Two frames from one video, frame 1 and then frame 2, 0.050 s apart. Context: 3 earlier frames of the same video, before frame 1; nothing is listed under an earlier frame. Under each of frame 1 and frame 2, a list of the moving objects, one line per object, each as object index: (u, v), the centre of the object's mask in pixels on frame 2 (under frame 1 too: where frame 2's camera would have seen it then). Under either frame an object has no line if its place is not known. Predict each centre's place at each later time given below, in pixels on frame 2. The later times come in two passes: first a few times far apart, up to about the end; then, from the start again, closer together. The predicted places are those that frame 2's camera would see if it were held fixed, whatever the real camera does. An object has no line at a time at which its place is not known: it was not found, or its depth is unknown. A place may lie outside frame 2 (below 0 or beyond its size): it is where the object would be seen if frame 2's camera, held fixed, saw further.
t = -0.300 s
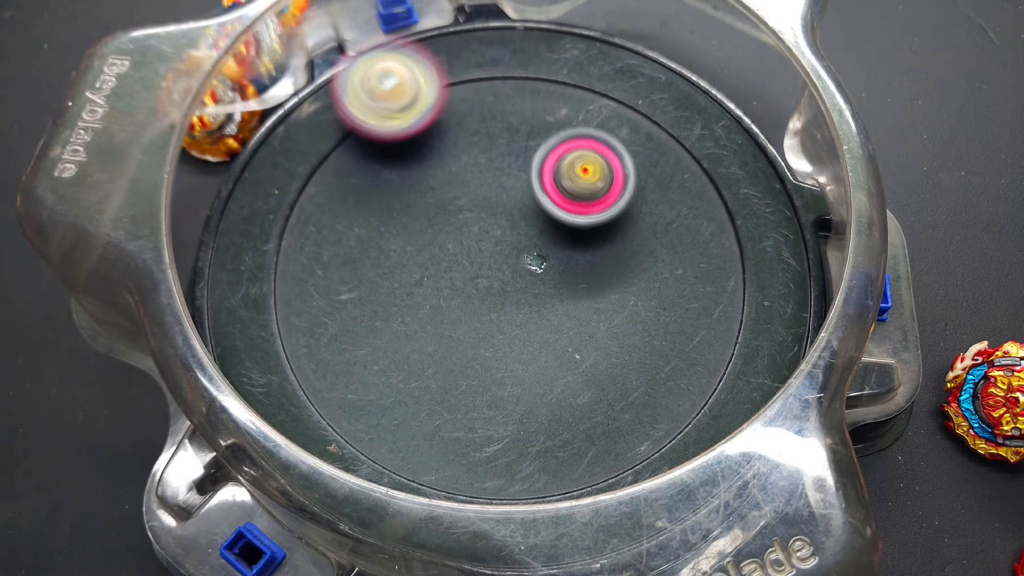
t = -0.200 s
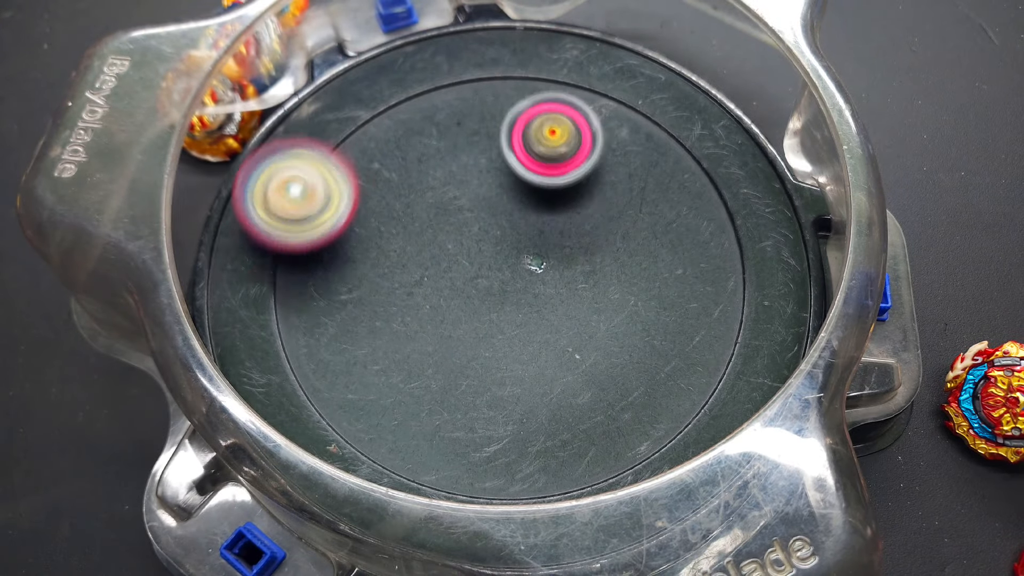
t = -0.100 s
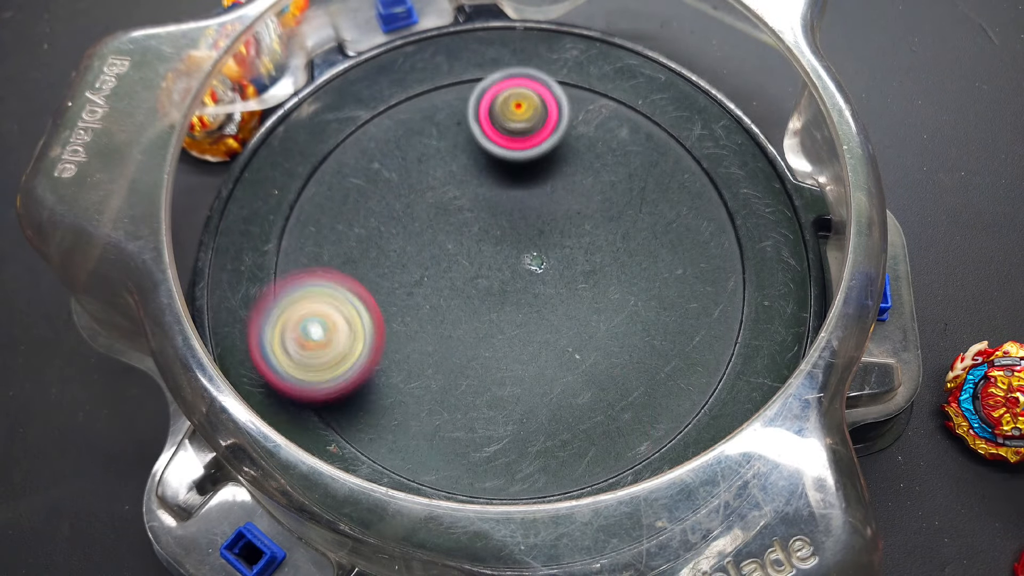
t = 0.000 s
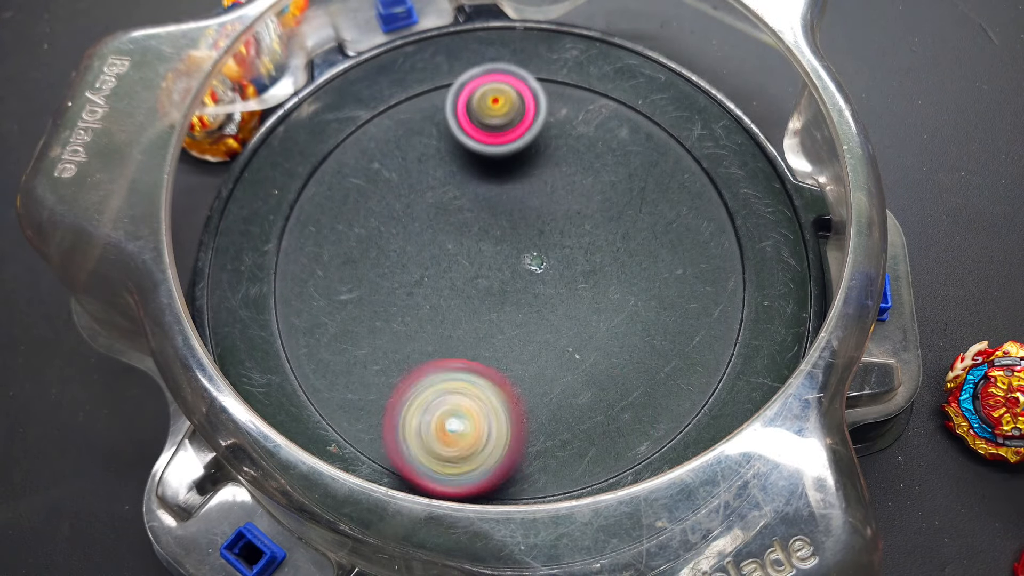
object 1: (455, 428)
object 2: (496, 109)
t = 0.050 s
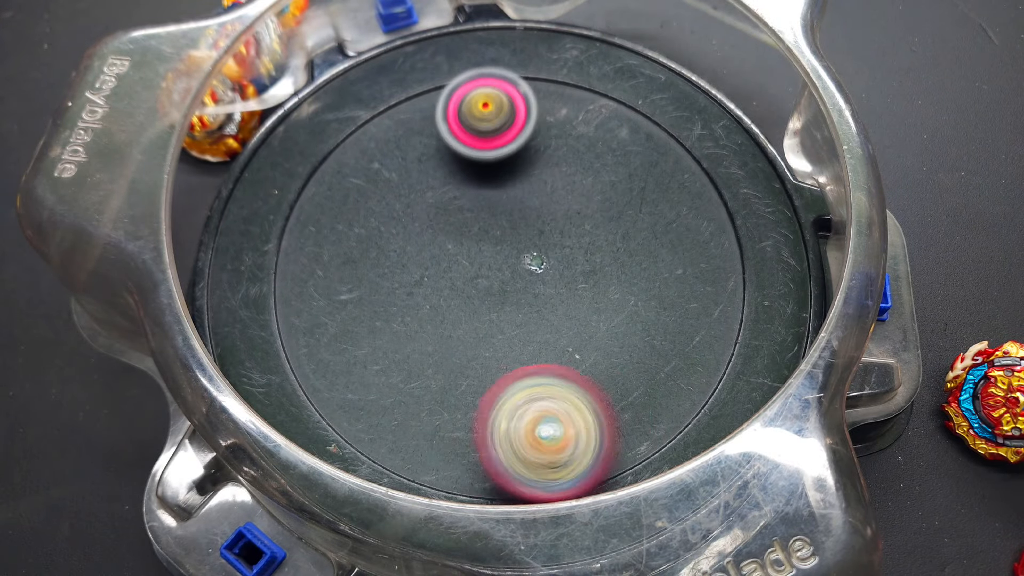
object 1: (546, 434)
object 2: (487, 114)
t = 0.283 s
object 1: (730, 177)
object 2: (443, 222)
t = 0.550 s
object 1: (347, 121)
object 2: (597, 344)
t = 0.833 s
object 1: (495, 442)
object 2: (733, 231)
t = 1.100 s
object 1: (726, 178)
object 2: (585, 145)
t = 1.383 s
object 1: (386, 107)
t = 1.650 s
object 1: (420, 360)
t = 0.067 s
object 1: (578, 428)
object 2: (483, 116)
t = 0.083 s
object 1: (606, 421)
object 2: (479, 119)
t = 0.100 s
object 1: (633, 411)
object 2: (475, 123)
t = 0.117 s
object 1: (661, 398)
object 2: (472, 127)
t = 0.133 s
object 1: (685, 384)
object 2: (467, 132)
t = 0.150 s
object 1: (709, 367)
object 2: (462, 139)
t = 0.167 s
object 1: (731, 347)
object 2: (457, 146)
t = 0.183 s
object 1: (749, 328)
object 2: (452, 155)
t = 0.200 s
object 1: (757, 302)
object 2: (447, 164)
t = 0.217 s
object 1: (759, 277)
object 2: (445, 175)
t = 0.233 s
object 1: (758, 252)
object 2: (442, 185)
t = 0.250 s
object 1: (752, 225)
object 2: (441, 197)
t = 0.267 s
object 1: (743, 200)
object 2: (441, 210)
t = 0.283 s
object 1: (730, 177)
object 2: (443, 222)
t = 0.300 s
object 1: (715, 152)
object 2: (445, 236)
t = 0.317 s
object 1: (697, 132)
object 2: (450, 249)
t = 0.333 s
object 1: (677, 113)
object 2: (455, 262)
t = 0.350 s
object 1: (653, 95)
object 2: (463, 275)
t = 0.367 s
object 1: (629, 83)
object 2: (472, 289)
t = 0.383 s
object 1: (603, 72)
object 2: (482, 300)
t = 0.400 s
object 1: (574, 64)
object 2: (492, 311)
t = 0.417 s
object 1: (547, 62)
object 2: (504, 320)
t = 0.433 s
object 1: (519, 58)
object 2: (516, 329)
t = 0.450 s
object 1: (489, 60)
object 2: (529, 335)
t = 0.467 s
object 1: (462, 63)
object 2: (541, 340)
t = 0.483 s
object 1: (436, 73)
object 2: (554, 343)
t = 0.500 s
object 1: (409, 81)
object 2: (565, 345)
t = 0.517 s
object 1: (387, 91)
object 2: (577, 346)
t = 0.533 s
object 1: (366, 104)
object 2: (588, 344)
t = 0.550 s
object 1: (347, 121)
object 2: (597, 344)
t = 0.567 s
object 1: (331, 138)
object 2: (609, 342)
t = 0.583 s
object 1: (319, 156)
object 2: (617, 340)
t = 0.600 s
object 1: (307, 178)
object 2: (627, 336)
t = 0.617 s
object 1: (300, 199)
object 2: (636, 332)
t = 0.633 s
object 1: (295, 222)
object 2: (645, 327)
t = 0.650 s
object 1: (294, 246)
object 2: (655, 321)
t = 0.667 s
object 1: (296, 270)
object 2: (665, 316)
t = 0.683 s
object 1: (301, 294)
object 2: (674, 310)
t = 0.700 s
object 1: (311, 318)
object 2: (684, 303)
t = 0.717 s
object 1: (324, 342)
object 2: (693, 296)
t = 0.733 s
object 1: (340, 363)
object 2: (702, 289)
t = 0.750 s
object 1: (359, 384)
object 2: (710, 281)
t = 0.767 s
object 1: (383, 402)
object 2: (717, 272)
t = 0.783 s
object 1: (407, 417)
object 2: (723, 263)
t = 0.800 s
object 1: (434, 429)
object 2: (728, 252)
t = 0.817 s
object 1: (465, 438)
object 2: (732, 241)
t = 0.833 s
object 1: (495, 442)
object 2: (733, 231)
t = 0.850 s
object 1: (524, 444)
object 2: (733, 219)
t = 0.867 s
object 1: (556, 442)
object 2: (732, 209)
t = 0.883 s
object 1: (585, 438)
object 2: (729, 199)
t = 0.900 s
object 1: (613, 432)
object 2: (723, 188)
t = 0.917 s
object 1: (644, 422)
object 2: (716, 179)
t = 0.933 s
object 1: (670, 410)
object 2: (709, 171)
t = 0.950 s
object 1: (695, 396)
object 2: (700, 162)
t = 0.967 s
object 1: (716, 375)
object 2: (689, 155)
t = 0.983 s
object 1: (728, 354)
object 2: (679, 150)
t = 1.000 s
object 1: (741, 332)
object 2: (666, 145)
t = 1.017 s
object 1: (752, 306)
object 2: (654, 142)
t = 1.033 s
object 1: (754, 281)
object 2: (642, 140)
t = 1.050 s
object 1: (752, 253)
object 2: (627, 140)
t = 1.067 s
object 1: (747, 227)
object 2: (614, 140)
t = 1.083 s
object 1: (739, 204)
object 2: (600, 143)
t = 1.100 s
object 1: (726, 178)
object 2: (585, 145)
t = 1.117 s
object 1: (713, 157)
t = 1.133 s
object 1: (696, 138)
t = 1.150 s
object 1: (678, 118)
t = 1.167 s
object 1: (658, 102)
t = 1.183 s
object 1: (634, 90)
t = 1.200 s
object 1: (611, 78)
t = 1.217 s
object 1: (590, 69)
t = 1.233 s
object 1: (566, 66)
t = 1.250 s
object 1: (541, 62)
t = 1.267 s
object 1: (520, 60)
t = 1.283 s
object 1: (499, 59)
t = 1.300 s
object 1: (477, 62)
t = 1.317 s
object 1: (457, 67)
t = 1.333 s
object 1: (437, 74)
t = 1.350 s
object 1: (419, 84)
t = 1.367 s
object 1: (402, 94)
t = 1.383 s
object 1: (386, 107)
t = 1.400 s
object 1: (370, 122)
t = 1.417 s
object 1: (358, 139)
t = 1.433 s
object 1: (348, 156)
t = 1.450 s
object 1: (339, 177)
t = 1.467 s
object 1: (333, 197)
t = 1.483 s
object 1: (330, 220)
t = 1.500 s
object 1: (329, 242)
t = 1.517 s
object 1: (332, 266)
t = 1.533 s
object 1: (336, 289)
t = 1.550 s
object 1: (345, 312)
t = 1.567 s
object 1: (357, 335)
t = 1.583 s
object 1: (372, 356)
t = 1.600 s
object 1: (384, 368)
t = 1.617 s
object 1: (396, 364)
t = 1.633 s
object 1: (408, 361)
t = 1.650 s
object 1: (420, 360)
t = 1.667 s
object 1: (435, 356)
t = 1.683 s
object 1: (448, 353)
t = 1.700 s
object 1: (463, 346)
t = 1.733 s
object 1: (495, 335)
